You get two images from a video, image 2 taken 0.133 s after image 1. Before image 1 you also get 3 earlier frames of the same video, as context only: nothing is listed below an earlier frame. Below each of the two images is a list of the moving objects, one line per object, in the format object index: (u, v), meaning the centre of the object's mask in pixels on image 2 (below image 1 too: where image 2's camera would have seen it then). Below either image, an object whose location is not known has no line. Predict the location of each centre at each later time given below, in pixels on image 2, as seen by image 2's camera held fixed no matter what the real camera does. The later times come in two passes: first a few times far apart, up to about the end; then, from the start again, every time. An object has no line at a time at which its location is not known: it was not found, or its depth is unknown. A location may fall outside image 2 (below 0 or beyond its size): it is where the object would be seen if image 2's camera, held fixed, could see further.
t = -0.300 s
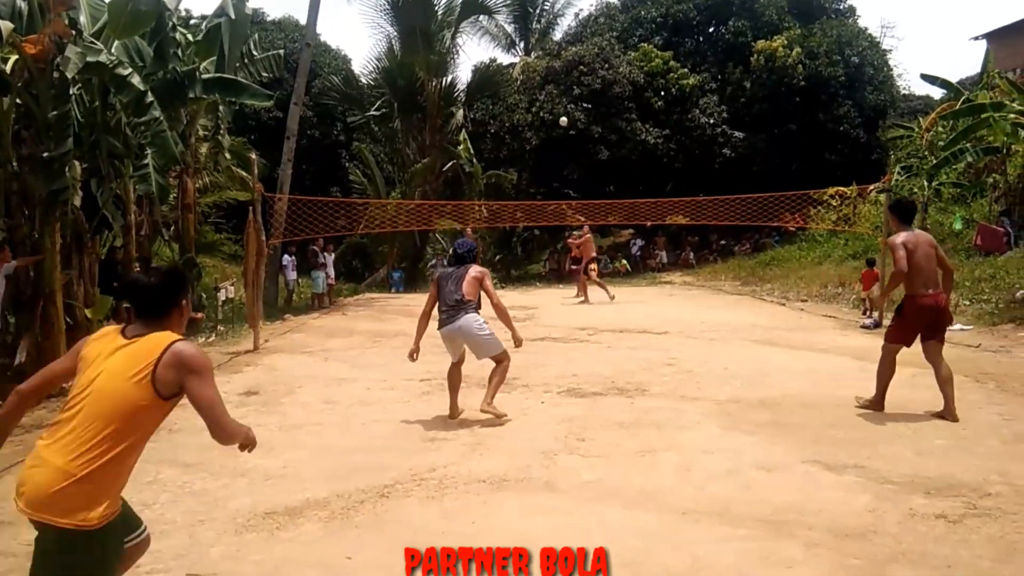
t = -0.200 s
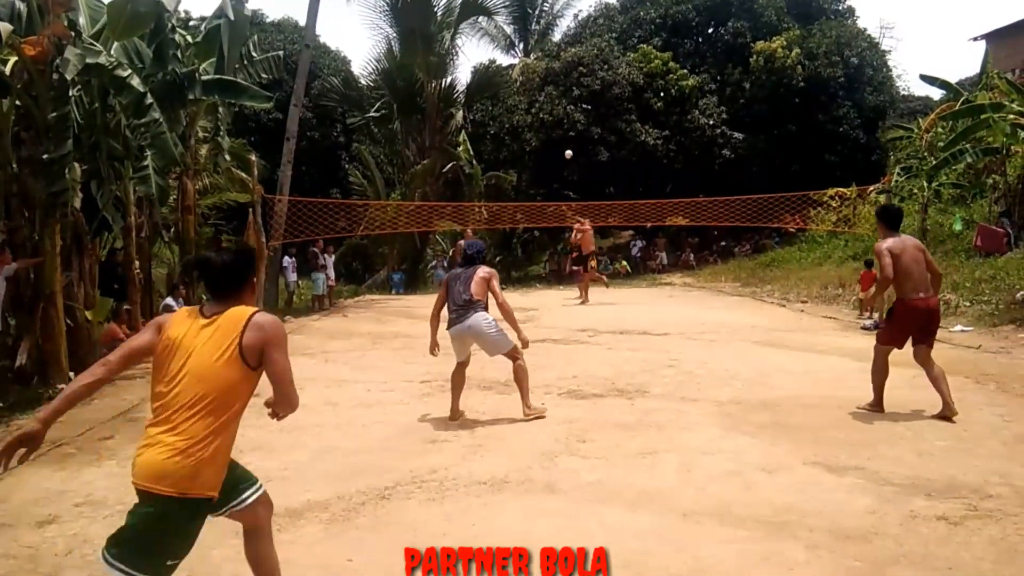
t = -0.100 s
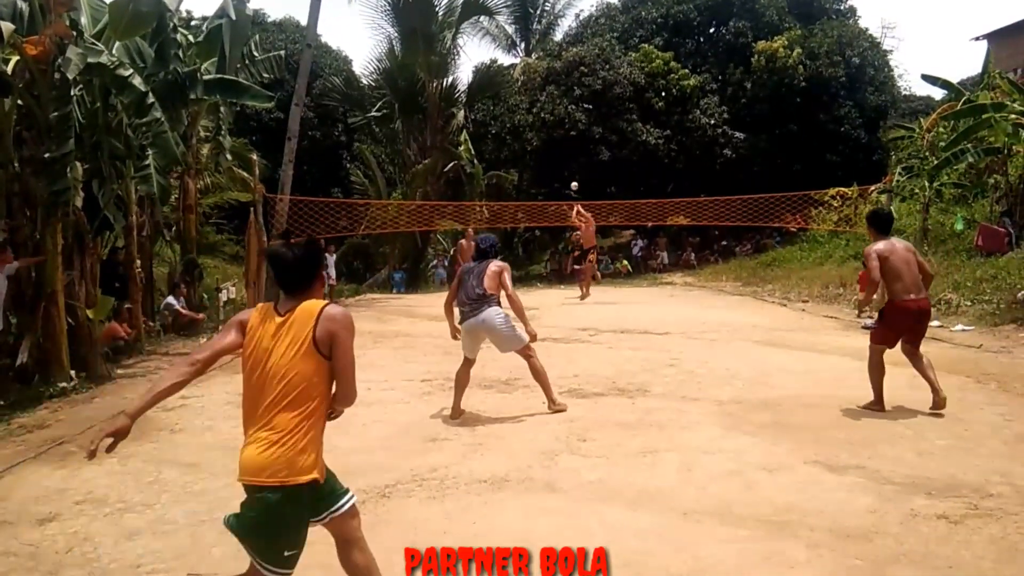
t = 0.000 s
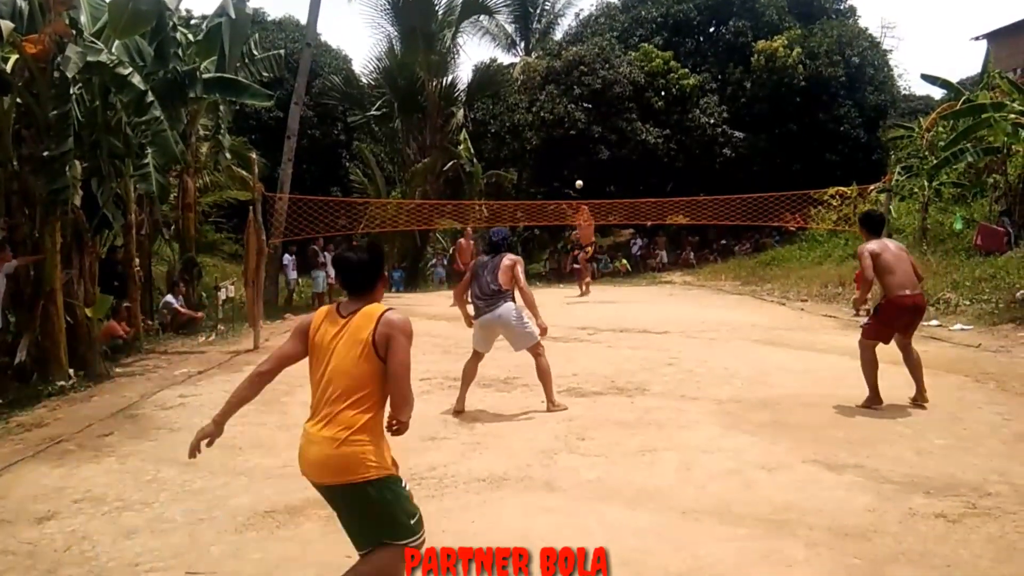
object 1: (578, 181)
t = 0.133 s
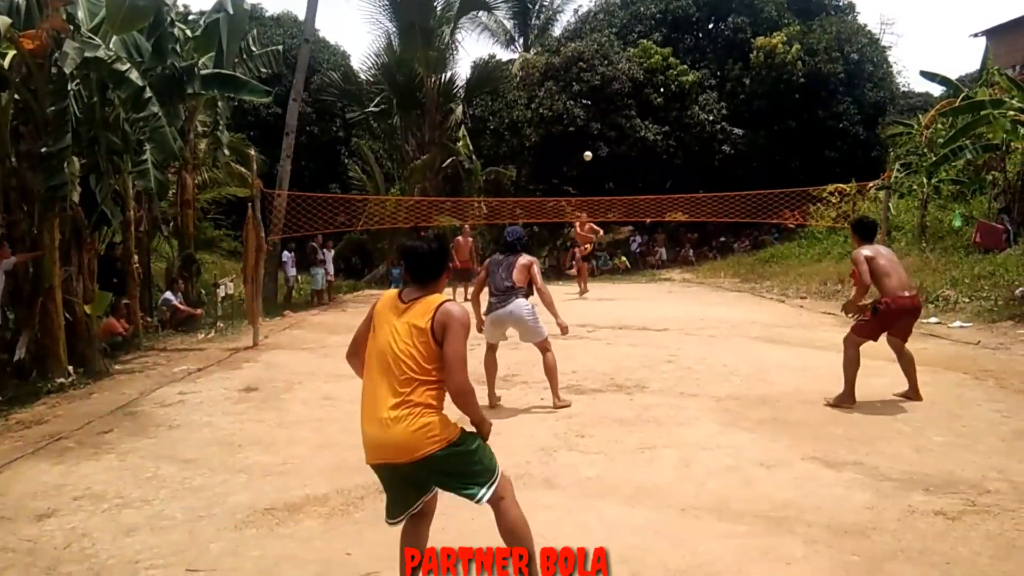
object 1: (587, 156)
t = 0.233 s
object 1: (597, 139)
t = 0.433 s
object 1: (619, 118)
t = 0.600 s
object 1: (643, 121)
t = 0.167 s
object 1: (590, 150)
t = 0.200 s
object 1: (594, 145)
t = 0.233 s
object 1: (597, 139)
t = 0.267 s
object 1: (600, 134)
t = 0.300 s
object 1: (604, 130)
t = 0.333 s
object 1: (608, 126)
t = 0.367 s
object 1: (611, 122)
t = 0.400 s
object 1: (615, 120)
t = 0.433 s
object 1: (619, 118)
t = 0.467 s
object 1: (623, 117)
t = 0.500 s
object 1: (628, 116)
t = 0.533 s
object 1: (632, 116)
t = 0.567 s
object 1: (637, 118)
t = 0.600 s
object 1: (643, 121)
